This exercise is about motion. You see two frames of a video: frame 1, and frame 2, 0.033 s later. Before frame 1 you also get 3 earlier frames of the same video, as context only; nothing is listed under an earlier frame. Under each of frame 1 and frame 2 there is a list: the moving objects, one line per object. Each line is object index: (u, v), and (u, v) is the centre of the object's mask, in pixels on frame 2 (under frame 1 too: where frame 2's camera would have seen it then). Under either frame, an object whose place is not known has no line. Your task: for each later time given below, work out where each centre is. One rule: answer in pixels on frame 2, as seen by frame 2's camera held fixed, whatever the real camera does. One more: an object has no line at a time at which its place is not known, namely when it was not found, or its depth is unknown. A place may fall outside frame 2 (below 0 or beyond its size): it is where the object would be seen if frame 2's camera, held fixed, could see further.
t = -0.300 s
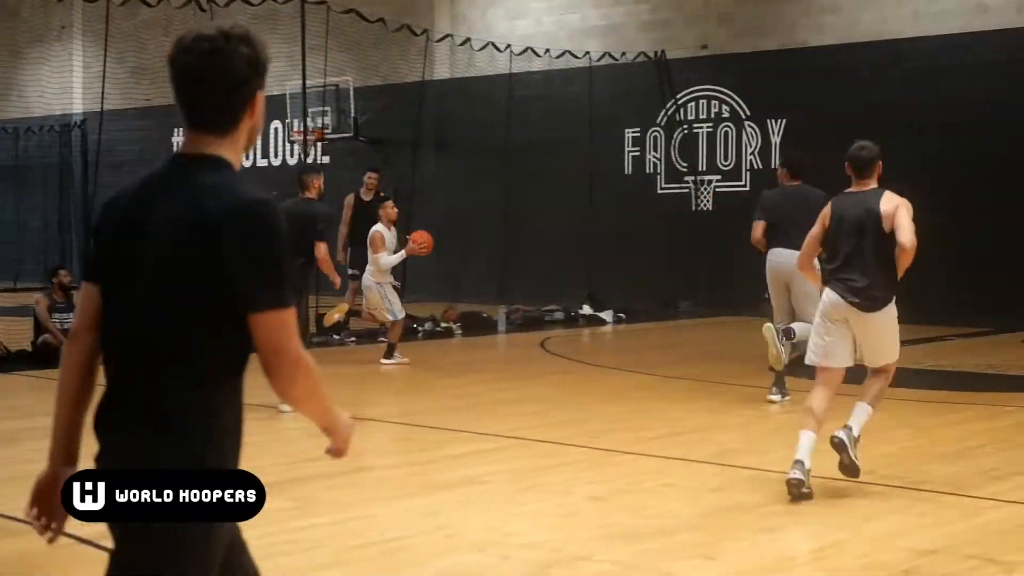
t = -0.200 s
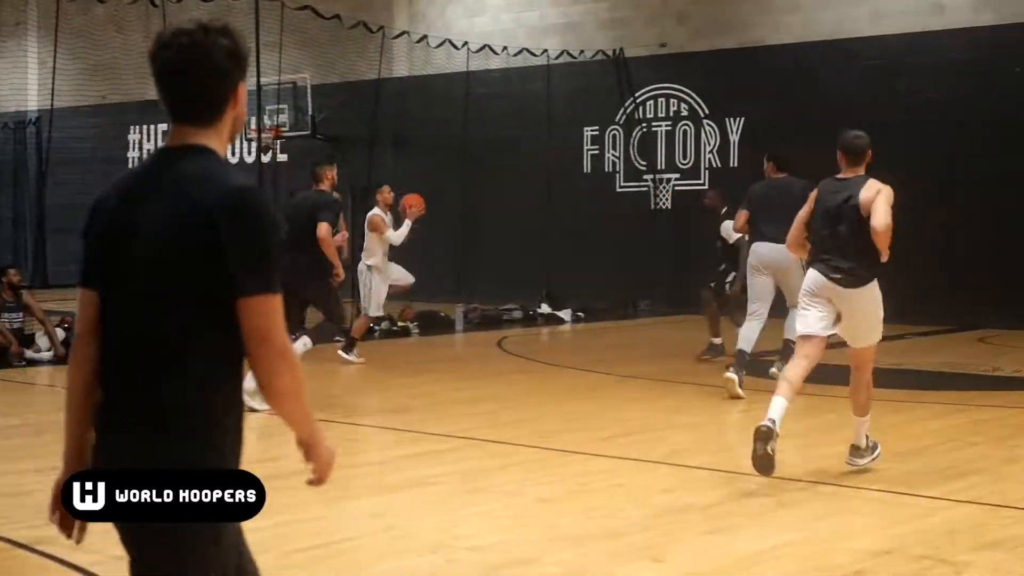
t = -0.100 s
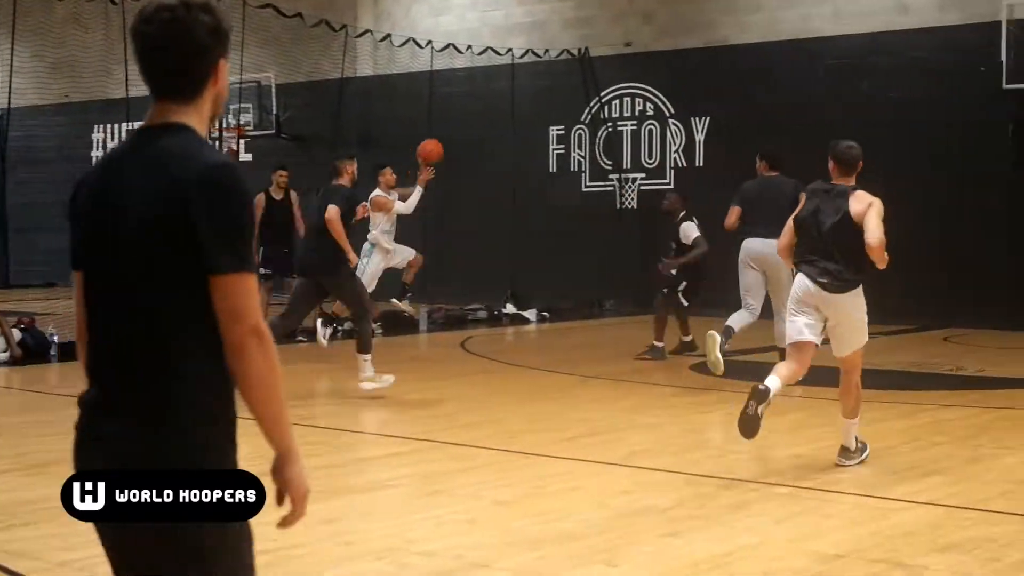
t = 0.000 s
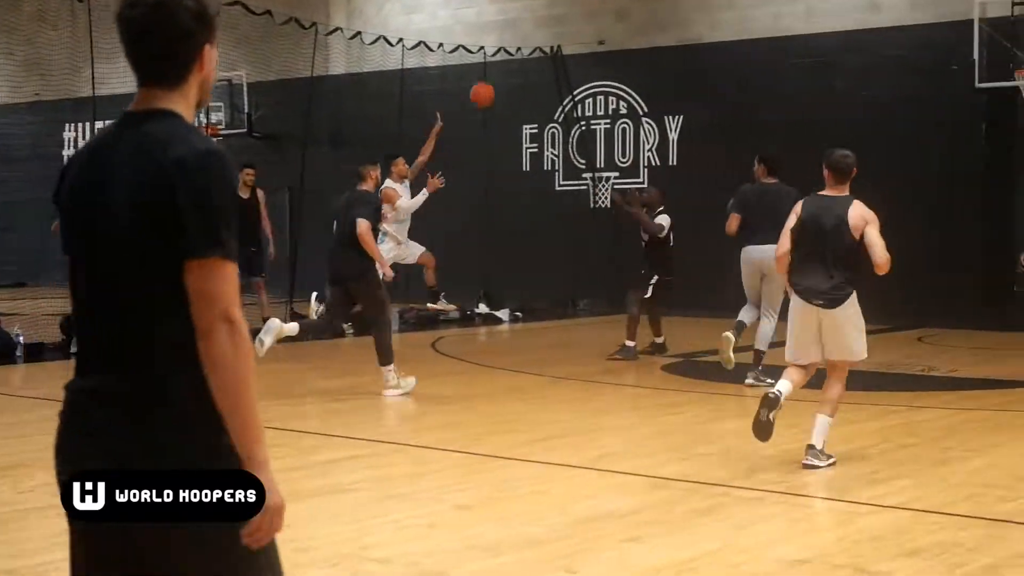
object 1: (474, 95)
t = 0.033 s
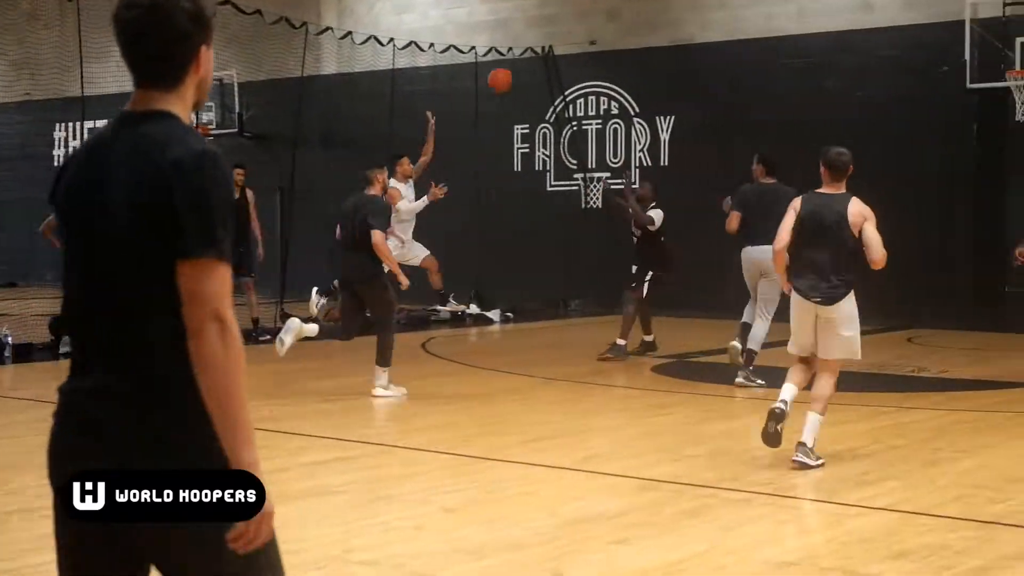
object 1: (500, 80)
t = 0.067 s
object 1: (526, 67)
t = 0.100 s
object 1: (550, 53)
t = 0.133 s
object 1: (576, 42)
